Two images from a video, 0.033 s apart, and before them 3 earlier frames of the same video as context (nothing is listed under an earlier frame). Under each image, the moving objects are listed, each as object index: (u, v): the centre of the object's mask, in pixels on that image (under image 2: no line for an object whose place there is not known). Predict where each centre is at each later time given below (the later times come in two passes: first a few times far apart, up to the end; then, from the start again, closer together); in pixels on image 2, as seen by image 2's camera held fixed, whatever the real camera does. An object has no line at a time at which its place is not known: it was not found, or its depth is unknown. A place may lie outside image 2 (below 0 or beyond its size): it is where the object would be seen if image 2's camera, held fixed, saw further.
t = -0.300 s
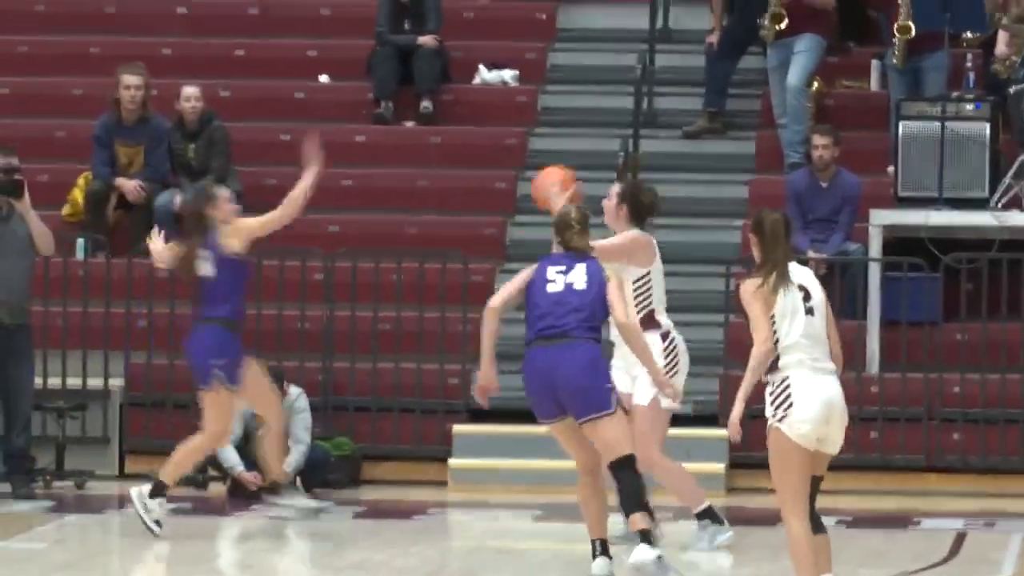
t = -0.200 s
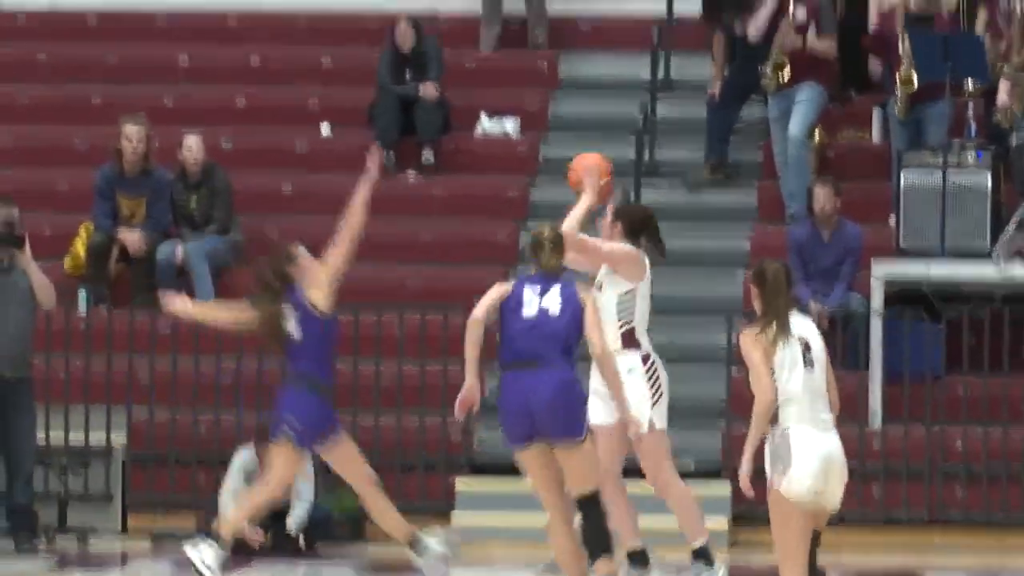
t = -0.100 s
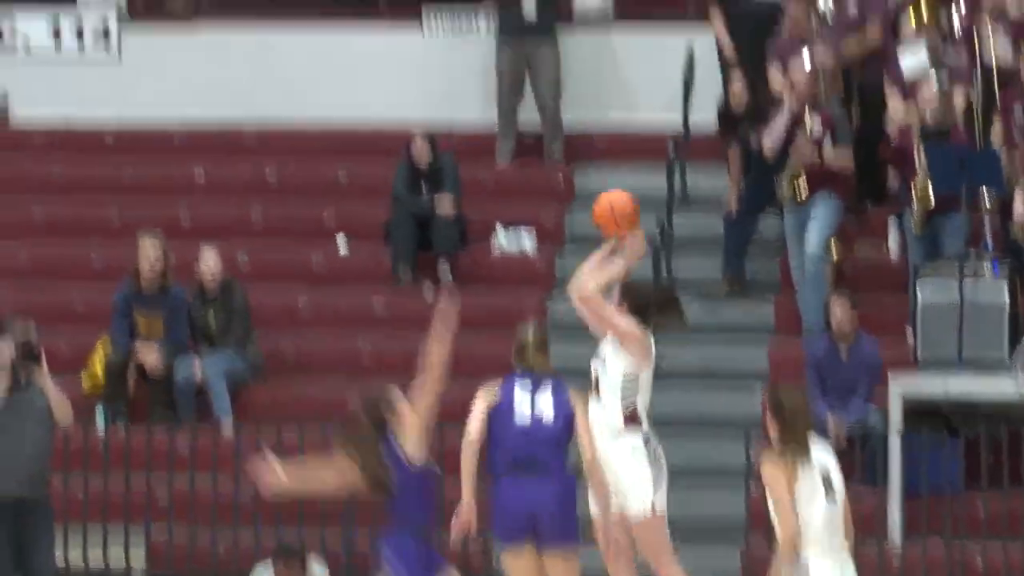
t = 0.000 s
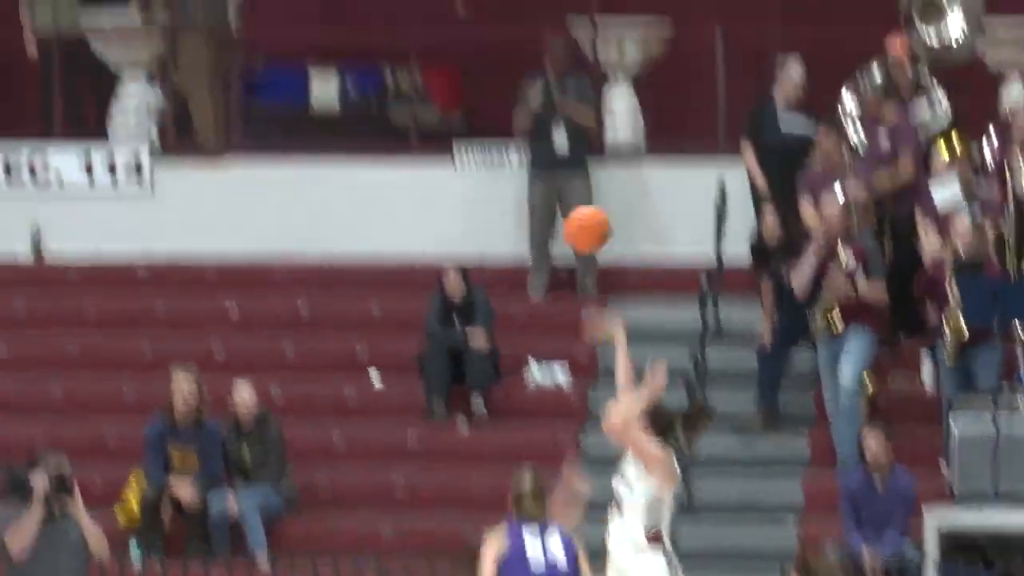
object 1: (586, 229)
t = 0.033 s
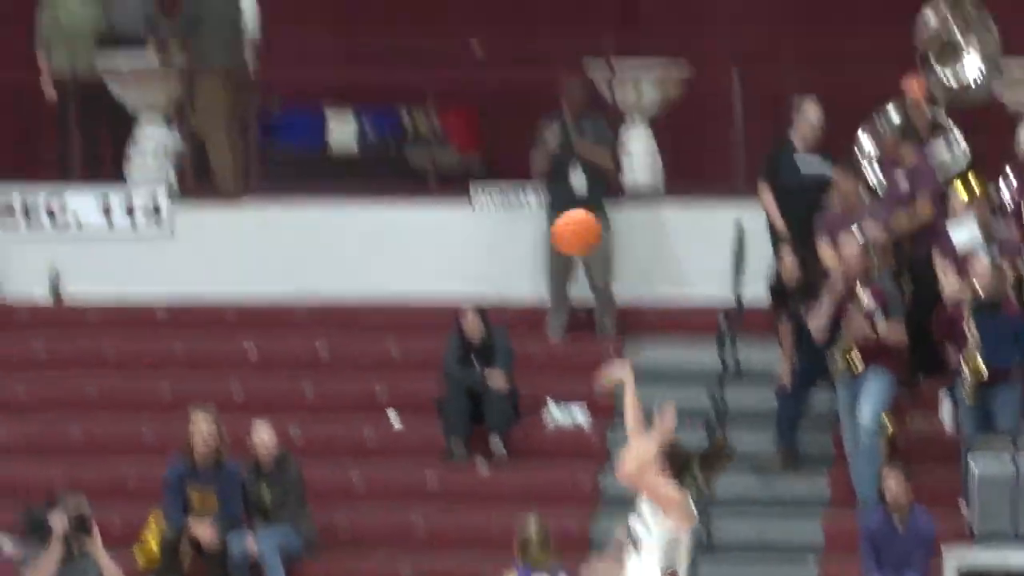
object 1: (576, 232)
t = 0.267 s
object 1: (370, 39)
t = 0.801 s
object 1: (-76, 13)
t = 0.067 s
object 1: (547, 197)
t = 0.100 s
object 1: (519, 164)
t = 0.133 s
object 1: (489, 135)
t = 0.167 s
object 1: (460, 107)
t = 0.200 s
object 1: (430, 82)
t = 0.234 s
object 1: (400, 60)
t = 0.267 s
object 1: (370, 39)
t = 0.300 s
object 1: (342, 19)
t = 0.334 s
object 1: (313, 2)
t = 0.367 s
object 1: (284, -13)
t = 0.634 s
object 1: (64, -43)
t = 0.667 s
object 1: (36, -35)
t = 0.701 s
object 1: (8, -27)
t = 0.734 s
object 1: (-19, -16)
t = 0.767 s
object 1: (-47, -3)
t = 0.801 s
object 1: (-76, 13)
